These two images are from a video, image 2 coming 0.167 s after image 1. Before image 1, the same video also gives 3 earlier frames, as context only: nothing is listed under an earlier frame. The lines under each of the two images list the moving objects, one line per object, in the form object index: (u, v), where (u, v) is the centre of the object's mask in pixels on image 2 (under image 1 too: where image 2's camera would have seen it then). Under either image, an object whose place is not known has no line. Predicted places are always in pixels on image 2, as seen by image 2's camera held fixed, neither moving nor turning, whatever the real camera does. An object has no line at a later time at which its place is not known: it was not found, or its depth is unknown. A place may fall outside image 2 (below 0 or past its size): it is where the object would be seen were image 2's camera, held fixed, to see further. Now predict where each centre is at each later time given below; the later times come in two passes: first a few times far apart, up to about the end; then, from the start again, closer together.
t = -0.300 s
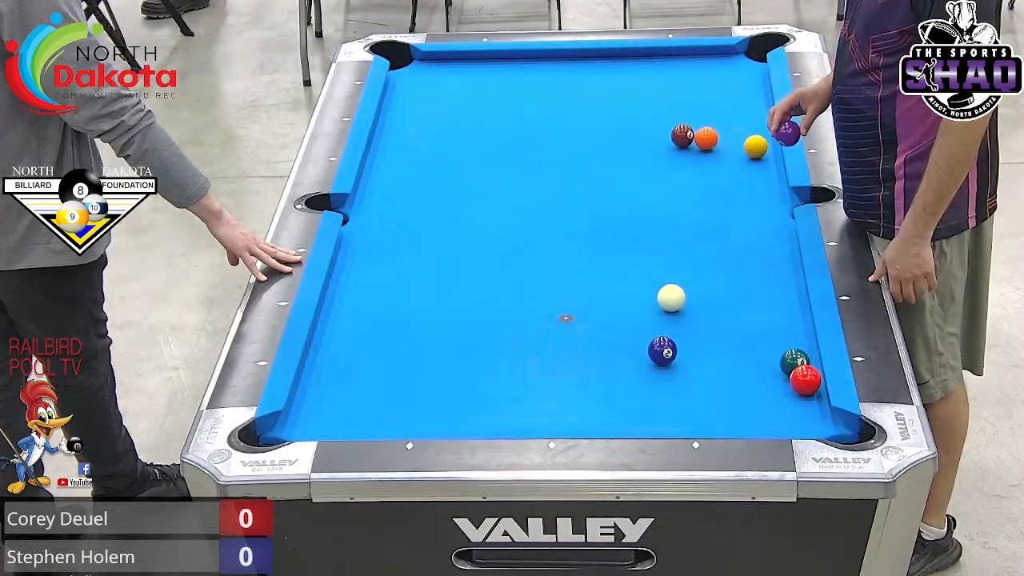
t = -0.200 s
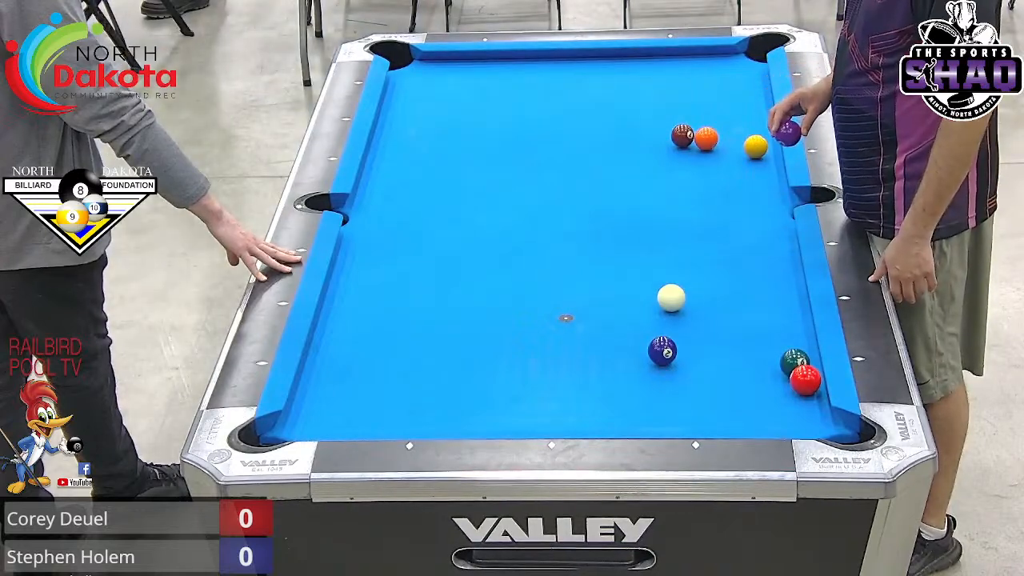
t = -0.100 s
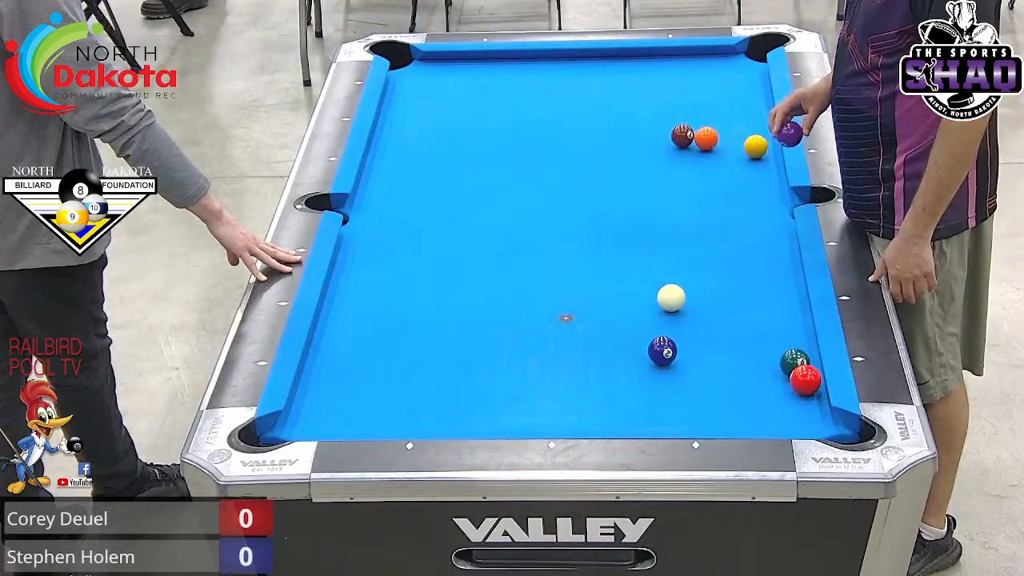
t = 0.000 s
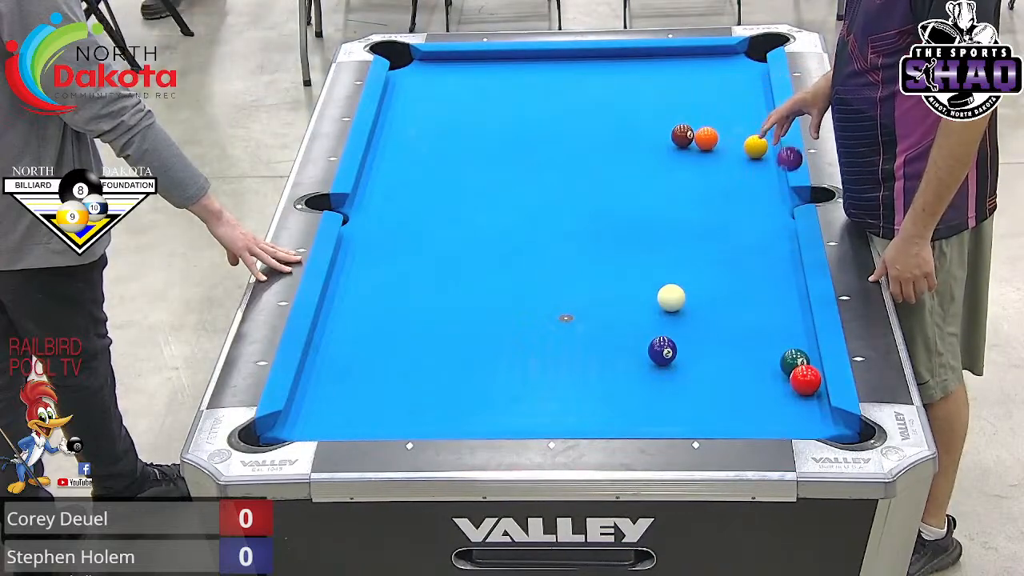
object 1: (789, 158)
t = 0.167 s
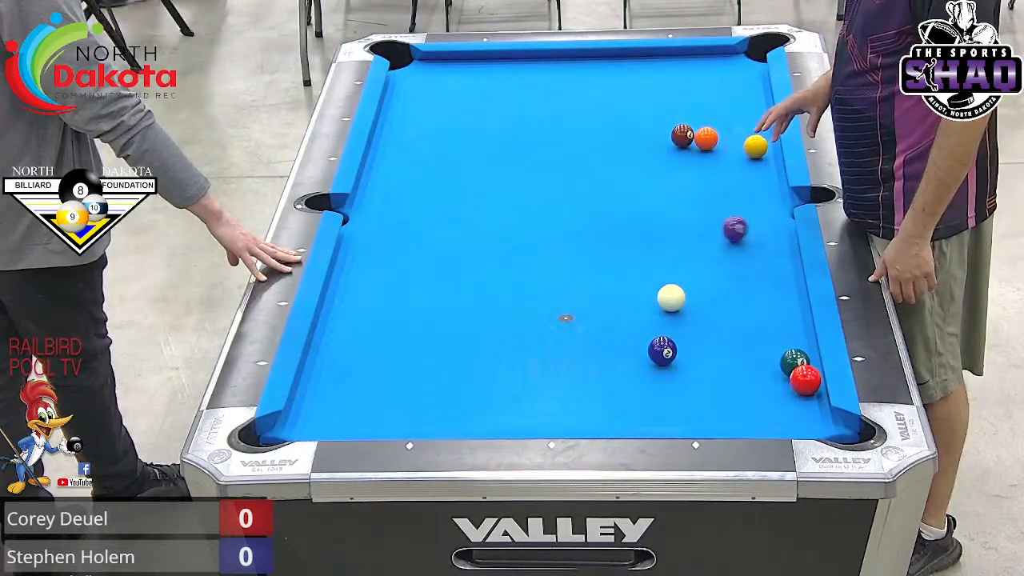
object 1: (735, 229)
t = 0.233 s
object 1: (692, 229)
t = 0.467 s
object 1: (544, 232)
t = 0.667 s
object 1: (421, 234)
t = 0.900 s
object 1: (397, 234)
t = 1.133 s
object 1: (475, 234)
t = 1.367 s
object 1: (551, 233)
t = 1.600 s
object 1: (625, 232)
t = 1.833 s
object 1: (697, 230)
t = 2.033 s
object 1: (758, 229)
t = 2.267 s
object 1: (758, 228)
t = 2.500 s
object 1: (721, 229)
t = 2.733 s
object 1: (686, 229)
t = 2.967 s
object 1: (653, 230)
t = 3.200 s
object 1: (622, 230)
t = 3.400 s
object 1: (598, 230)
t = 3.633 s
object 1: (571, 229)
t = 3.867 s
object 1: (547, 229)
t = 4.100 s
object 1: (525, 229)
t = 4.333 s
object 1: (506, 228)
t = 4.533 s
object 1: (491, 227)
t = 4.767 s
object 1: (475, 227)
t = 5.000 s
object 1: (462, 226)
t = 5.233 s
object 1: (451, 225)
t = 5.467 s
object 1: (442, 225)
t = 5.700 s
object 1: (435, 225)
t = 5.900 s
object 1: (431, 224)
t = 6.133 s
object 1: (429, 224)
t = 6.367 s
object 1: (428, 224)
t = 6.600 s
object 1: (428, 224)
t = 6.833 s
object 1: (428, 224)
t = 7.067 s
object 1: (428, 224)
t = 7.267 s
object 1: (428, 224)
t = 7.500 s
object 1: (428, 224)
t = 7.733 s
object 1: (428, 224)
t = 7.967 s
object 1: (428, 224)
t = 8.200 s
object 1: (428, 224)
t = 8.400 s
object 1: (428, 224)
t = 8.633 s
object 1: (428, 224)
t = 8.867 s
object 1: (428, 224)
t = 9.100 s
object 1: (428, 224)
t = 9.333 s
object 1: (428, 224)
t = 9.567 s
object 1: (428, 224)
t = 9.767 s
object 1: (428, 224)
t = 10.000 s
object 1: (428, 224)
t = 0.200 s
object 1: (713, 226)
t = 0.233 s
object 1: (692, 229)
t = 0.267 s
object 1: (671, 229)
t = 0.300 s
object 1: (649, 230)
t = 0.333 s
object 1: (628, 231)
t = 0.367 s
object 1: (607, 231)
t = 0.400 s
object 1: (586, 231)
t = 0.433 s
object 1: (565, 232)
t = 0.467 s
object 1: (544, 232)
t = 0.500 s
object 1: (524, 233)
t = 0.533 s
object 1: (503, 233)
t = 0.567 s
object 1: (482, 233)
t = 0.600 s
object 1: (462, 233)
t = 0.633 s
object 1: (441, 234)
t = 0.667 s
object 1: (421, 234)
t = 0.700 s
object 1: (401, 234)
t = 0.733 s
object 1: (381, 234)
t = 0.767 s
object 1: (360, 235)
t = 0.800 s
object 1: (356, 235)
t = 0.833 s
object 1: (371, 234)
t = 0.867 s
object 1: (385, 234)
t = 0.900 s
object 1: (397, 234)
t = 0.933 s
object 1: (409, 234)
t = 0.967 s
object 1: (420, 234)
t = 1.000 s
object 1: (431, 234)
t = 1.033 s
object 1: (442, 234)
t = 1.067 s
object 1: (453, 234)
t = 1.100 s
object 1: (464, 234)
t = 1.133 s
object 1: (475, 234)
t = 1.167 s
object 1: (486, 233)
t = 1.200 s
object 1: (497, 233)
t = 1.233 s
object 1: (508, 233)
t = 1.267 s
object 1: (519, 233)
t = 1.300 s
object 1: (530, 233)
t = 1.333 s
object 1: (541, 233)
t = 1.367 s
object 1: (551, 233)
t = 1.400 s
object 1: (562, 233)
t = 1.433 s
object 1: (573, 232)
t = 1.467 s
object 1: (583, 232)
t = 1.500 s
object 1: (594, 232)
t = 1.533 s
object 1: (604, 232)
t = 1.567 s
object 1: (615, 232)
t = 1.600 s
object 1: (625, 232)
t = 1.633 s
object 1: (636, 231)
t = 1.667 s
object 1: (646, 231)
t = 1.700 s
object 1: (656, 231)
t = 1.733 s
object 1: (667, 231)
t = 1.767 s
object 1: (677, 230)
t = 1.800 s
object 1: (687, 230)
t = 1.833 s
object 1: (697, 230)
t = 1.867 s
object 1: (708, 230)
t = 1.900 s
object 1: (718, 230)
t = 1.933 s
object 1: (728, 230)
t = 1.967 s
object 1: (738, 230)
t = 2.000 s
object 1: (748, 229)
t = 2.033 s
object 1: (758, 229)
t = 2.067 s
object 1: (768, 229)
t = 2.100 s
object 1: (777, 228)
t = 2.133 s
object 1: (782, 228)
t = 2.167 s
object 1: (775, 228)
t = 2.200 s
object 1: (769, 228)
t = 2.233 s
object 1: (764, 228)
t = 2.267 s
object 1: (758, 228)
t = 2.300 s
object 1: (753, 229)
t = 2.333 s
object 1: (747, 229)
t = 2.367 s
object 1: (742, 229)
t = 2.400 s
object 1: (737, 229)
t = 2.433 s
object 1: (731, 229)
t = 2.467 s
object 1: (726, 229)
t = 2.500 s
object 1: (721, 229)
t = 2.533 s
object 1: (716, 229)
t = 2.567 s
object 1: (710, 229)
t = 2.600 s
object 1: (706, 229)
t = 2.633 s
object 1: (700, 229)
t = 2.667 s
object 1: (695, 229)
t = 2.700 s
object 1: (690, 229)
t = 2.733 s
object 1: (686, 229)
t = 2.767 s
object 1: (681, 229)
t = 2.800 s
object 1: (676, 229)
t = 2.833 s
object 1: (671, 230)
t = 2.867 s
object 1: (666, 230)
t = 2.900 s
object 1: (662, 230)
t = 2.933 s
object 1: (657, 230)
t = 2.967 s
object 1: (653, 230)
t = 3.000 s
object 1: (648, 230)
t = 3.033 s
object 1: (644, 230)
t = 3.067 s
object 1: (639, 230)
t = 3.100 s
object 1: (635, 230)
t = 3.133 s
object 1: (631, 230)
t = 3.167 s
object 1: (626, 230)
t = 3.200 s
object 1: (622, 230)
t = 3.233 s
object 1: (618, 230)
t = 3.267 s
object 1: (614, 230)
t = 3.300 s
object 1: (610, 230)
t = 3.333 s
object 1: (606, 230)
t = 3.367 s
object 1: (602, 230)
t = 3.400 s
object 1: (598, 230)
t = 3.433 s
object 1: (594, 230)
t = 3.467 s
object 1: (590, 230)
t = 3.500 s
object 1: (586, 230)
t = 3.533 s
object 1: (582, 230)
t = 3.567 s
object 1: (579, 230)
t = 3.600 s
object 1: (575, 229)
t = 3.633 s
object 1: (571, 229)
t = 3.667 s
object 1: (568, 229)
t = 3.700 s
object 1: (564, 229)
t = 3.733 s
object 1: (561, 229)
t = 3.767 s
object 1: (557, 229)
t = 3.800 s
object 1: (554, 229)
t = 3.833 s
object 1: (550, 229)
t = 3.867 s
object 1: (547, 229)
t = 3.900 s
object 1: (544, 229)
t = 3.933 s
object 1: (541, 229)
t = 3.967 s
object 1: (537, 229)
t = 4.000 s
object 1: (534, 229)
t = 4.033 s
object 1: (531, 229)
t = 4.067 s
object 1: (528, 229)
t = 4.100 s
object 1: (525, 229)
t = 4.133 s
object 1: (522, 229)
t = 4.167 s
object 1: (519, 229)
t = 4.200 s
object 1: (516, 228)
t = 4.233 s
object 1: (514, 228)
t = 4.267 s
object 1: (511, 228)
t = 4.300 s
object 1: (508, 228)
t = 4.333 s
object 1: (506, 228)
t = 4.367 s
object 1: (503, 228)
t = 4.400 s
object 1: (500, 228)
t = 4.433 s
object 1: (498, 228)
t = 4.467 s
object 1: (495, 228)
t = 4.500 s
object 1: (493, 227)
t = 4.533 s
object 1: (491, 227)
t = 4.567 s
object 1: (488, 227)
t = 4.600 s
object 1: (486, 227)
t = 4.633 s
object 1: (484, 227)
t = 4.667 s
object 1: (482, 227)
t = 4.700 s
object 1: (479, 227)
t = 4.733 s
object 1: (477, 227)
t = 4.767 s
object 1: (475, 227)
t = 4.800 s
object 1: (473, 227)
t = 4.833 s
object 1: (471, 227)
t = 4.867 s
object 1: (469, 226)
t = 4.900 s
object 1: (467, 226)
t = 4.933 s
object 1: (466, 226)
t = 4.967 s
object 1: (464, 226)
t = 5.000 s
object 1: (462, 226)
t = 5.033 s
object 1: (461, 226)
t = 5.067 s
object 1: (459, 226)
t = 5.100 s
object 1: (457, 226)
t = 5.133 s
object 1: (456, 225)
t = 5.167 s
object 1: (454, 225)
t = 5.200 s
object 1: (453, 225)
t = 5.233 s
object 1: (451, 225)
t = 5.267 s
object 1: (450, 225)
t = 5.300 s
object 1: (448, 225)
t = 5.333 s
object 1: (447, 225)
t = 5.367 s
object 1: (446, 225)
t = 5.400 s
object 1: (445, 225)
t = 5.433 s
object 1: (443, 225)
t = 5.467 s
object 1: (442, 225)
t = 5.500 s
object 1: (441, 225)
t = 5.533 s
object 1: (440, 225)
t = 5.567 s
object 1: (439, 225)
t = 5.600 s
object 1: (438, 225)
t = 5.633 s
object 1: (437, 225)
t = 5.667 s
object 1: (436, 225)
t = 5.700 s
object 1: (435, 225)
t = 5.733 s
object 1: (435, 225)
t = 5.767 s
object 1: (434, 225)
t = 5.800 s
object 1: (433, 225)
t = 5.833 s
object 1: (433, 225)
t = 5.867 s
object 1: (432, 225)
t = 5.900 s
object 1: (431, 224)
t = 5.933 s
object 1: (431, 224)
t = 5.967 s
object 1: (431, 224)
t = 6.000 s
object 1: (430, 224)
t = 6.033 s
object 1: (430, 224)
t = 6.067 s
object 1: (430, 224)
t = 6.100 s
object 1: (429, 224)
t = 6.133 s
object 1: (429, 224)
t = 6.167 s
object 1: (429, 224)
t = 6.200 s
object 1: (428, 224)
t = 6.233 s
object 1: (428, 224)
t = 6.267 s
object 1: (428, 224)
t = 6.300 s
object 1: (428, 224)
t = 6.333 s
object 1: (428, 224)
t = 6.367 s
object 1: (428, 224)
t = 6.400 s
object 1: (428, 224)
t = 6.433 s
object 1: (428, 224)
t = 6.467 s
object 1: (428, 224)
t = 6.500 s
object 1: (428, 224)
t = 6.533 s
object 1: (428, 224)
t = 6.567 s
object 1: (428, 224)
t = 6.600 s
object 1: (428, 224)
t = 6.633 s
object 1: (428, 224)
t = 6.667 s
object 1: (428, 224)
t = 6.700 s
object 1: (428, 224)
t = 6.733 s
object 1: (428, 224)
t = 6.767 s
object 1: (428, 224)
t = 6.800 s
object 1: (428, 224)
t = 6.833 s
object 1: (428, 224)
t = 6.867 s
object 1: (428, 224)
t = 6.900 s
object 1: (428, 224)
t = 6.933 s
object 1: (428, 224)
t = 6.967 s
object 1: (428, 224)
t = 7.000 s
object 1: (428, 224)
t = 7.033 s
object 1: (428, 224)
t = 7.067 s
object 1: (428, 224)
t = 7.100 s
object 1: (428, 224)
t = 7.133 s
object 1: (428, 224)
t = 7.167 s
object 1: (428, 224)
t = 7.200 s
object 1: (428, 224)
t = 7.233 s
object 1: (428, 224)
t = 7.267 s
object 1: (428, 224)
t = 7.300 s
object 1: (428, 224)
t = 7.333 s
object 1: (428, 224)
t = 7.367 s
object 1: (428, 224)
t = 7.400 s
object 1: (428, 224)
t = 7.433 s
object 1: (428, 224)
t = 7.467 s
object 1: (428, 224)
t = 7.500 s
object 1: (428, 224)
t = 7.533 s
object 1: (428, 224)
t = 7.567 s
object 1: (428, 224)
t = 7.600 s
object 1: (428, 224)
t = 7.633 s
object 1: (428, 224)
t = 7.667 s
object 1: (428, 224)
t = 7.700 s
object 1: (428, 224)
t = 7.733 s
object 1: (428, 224)
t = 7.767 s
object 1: (428, 224)
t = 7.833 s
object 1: (428, 224)
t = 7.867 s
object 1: (428, 224)
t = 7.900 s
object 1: (428, 224)
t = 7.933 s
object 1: (428, 224)
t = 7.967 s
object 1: (428, 224)
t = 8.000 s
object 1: (428, 224)
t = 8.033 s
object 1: (428, 224)
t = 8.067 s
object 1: (428, 224)
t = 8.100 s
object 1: (428, 224)
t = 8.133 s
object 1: (428, 224)
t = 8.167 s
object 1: (428, 224)
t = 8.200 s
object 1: (428, 224)
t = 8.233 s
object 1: (428, 224)
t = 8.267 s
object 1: (428, 224)
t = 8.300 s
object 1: (428, 224)
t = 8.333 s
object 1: (428, 224)
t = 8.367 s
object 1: (428, 224)
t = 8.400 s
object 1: (428, 224)
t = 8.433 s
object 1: (428, 224)
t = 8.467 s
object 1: (428, 224)
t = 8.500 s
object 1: (428, 224)
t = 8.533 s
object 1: (428, 224)
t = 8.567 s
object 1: (428, 224)
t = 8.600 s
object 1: (428, 224)
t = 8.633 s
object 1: (428, 224)
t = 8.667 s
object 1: (428, 224)
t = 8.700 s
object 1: (428, 224)
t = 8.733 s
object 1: (428, 224)
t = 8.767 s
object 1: (428, 224)
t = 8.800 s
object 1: (428, 224)
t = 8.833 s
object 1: (428, 224)
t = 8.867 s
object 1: (428, 224)
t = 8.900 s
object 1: (428, 224)
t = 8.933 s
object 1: (428, 224)
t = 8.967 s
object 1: (428, 224)
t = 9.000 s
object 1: (428, 224)
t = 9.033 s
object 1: (428, 224)
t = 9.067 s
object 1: (428, 224)
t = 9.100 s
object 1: (428, 224)
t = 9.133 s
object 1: (428, 224)
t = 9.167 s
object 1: (428, 224)
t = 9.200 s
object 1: (428, 224)
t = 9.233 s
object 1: (428, 224)
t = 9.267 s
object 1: (428, 224)
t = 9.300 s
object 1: (428, 224)
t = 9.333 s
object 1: (428, 224)
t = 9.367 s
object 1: (428, 224)
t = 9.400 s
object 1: (428, 224)
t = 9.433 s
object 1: (428, 224)
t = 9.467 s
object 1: (428, 224)
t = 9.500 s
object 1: (428, 224)
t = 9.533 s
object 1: (428, 224)
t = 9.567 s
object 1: (428, 224)
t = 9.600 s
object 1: (428, 224)
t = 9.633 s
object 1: (428, 224)
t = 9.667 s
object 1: (428, 224)
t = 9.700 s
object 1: (428, 224)
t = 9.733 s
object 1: (428, 224)
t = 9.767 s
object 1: (428, 224)
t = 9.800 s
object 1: (428, 224)
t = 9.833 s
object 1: (428, 224)
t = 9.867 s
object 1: (428, 224)
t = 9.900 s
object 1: (428, 224)
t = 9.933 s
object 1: (428, 224)
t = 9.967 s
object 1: (428, 224)
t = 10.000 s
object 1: (428, 224)
